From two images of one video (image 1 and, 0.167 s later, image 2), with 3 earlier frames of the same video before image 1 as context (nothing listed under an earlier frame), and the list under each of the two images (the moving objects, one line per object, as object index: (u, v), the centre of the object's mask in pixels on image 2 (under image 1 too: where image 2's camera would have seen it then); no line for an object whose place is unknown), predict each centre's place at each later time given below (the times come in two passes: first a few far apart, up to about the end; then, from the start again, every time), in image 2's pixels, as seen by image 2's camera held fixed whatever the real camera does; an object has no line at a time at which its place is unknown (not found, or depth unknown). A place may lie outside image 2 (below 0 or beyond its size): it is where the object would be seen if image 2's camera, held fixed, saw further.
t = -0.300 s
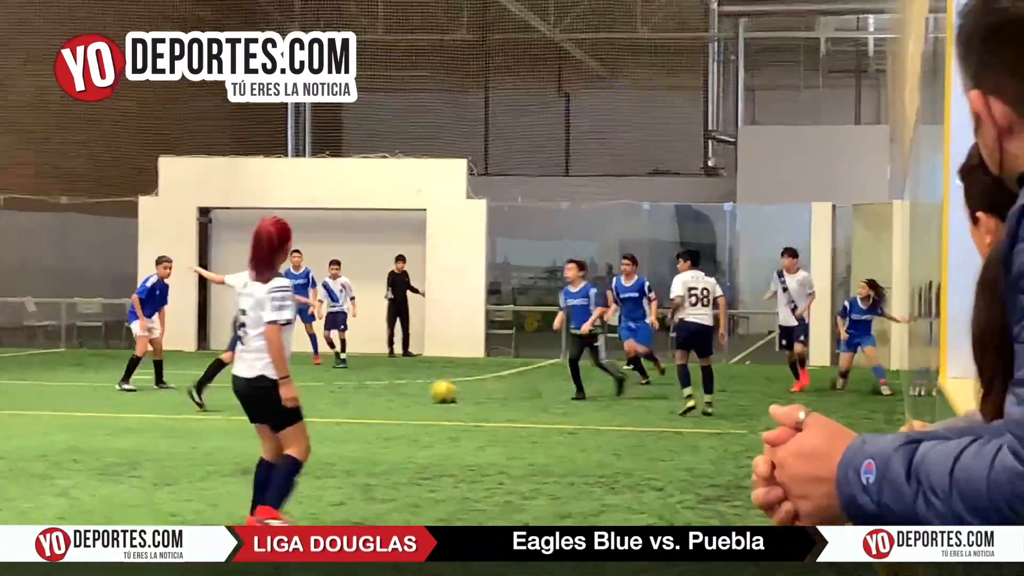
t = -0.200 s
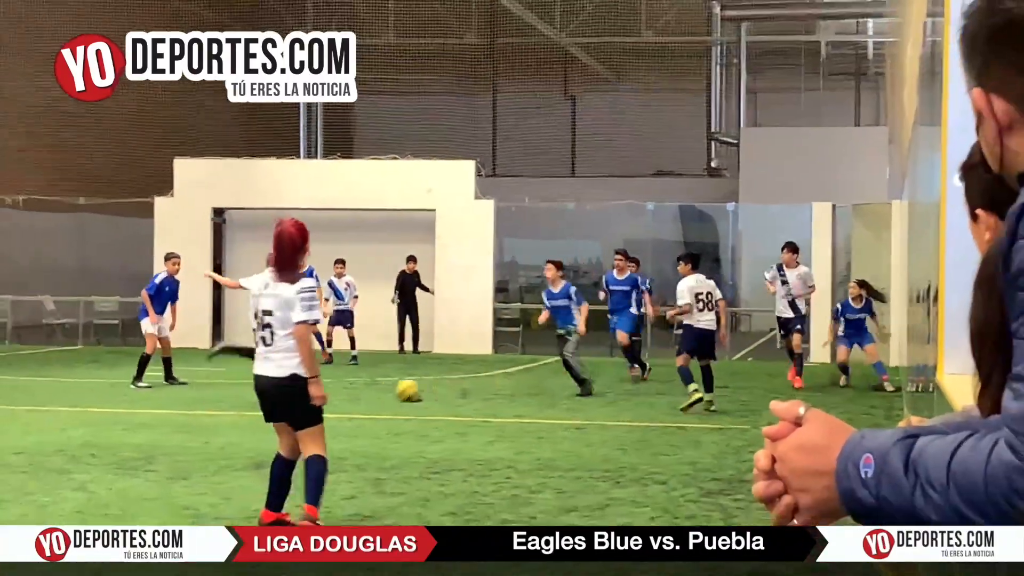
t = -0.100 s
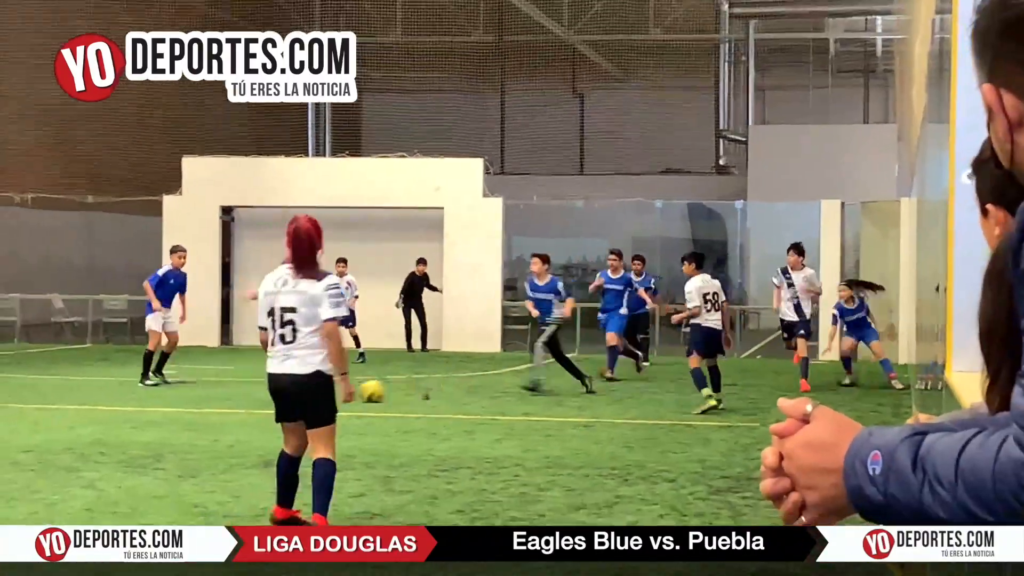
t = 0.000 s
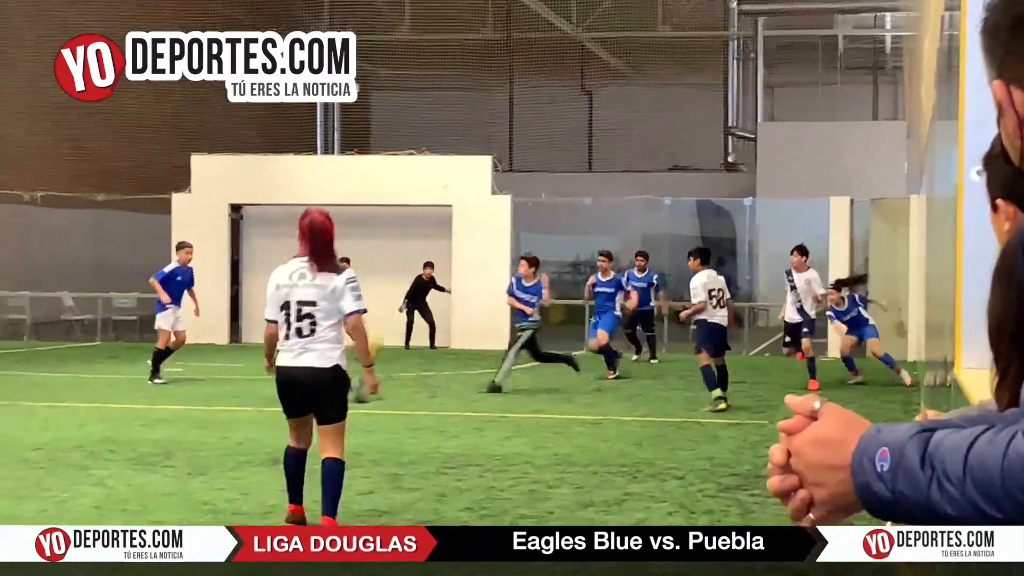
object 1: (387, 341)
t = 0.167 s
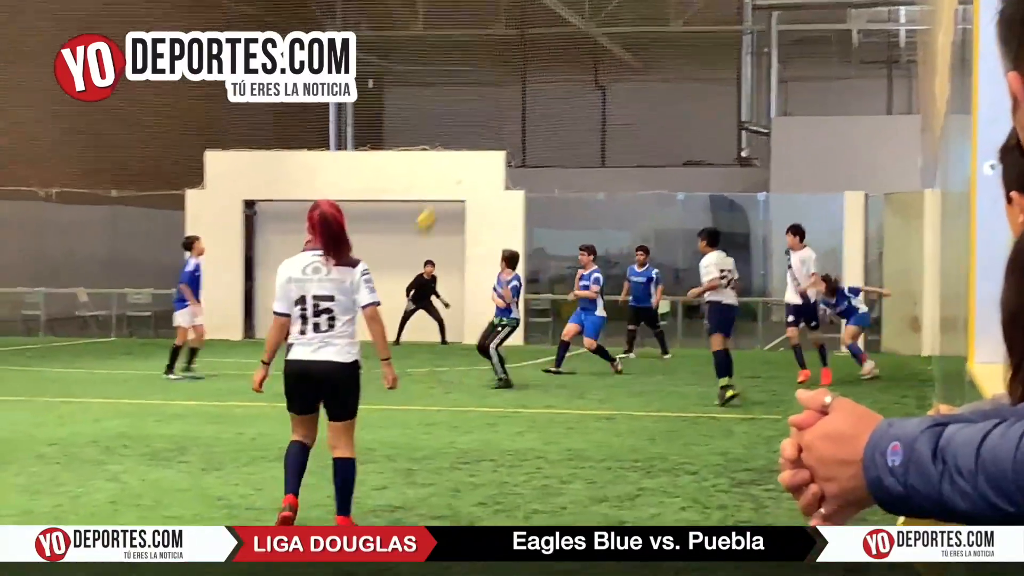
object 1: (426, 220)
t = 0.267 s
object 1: (447, 171)
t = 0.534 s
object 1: (486, 85)
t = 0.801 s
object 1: (503, 64)
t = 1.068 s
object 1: (487, 89)
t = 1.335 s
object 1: (445, 145)
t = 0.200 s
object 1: (433, 203)
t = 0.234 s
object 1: (441, 186)
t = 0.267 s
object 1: (447, 171)
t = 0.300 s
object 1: (454, 154)
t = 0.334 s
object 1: (459, 140)
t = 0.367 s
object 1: (464, 128)
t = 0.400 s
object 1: (470, 116)
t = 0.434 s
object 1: (474, 107)
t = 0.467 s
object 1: (479, 99)
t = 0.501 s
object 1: (482, 92)
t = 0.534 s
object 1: (486, 85)
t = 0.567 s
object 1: (489, 80)
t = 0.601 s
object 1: (492, 75)
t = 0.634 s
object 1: (494, 72)
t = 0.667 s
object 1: (496, 68)
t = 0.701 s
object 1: (498, 66)
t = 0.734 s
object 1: (499, 64)
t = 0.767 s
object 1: (501, 64)
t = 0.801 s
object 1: (503, 64)
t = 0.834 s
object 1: (505, 65)
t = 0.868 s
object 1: (506, 66)
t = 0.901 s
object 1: (506, 70)
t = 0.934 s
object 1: (505, 75)
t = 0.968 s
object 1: (501, 79)
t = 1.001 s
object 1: (498, 83)
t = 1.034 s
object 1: (492, 85)
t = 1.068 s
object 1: (487, 89)
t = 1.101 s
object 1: (483, 93)
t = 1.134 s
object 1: (477, 99)
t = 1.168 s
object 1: (472, 104)
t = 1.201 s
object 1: (466, 110)
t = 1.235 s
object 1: (461, 119)
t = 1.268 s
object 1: (456, 127)
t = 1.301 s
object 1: (450, 136)
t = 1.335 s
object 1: (445, 145)
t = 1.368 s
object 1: (439, 157)
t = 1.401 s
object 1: (434, 168)
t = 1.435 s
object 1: (429, 180)
